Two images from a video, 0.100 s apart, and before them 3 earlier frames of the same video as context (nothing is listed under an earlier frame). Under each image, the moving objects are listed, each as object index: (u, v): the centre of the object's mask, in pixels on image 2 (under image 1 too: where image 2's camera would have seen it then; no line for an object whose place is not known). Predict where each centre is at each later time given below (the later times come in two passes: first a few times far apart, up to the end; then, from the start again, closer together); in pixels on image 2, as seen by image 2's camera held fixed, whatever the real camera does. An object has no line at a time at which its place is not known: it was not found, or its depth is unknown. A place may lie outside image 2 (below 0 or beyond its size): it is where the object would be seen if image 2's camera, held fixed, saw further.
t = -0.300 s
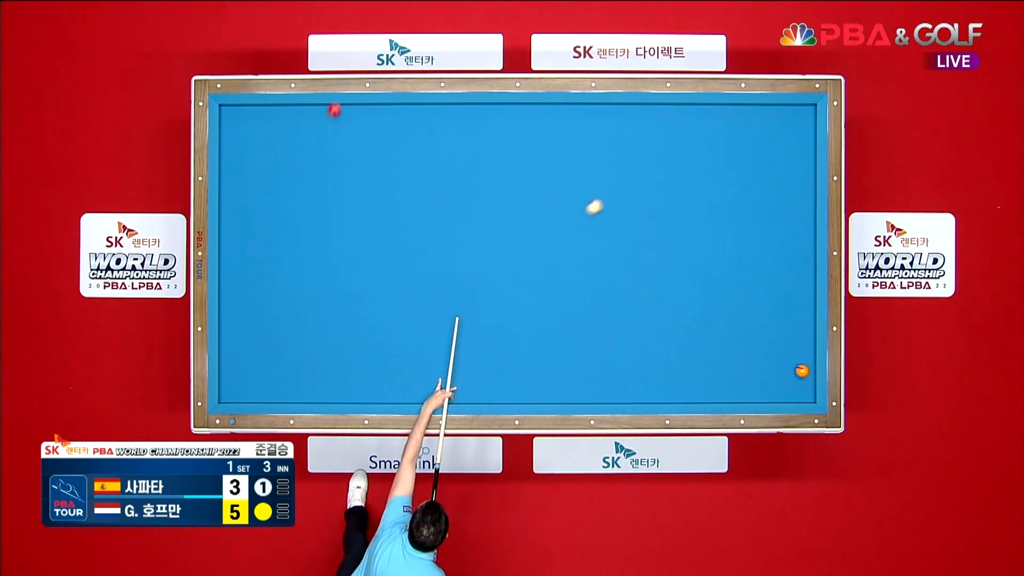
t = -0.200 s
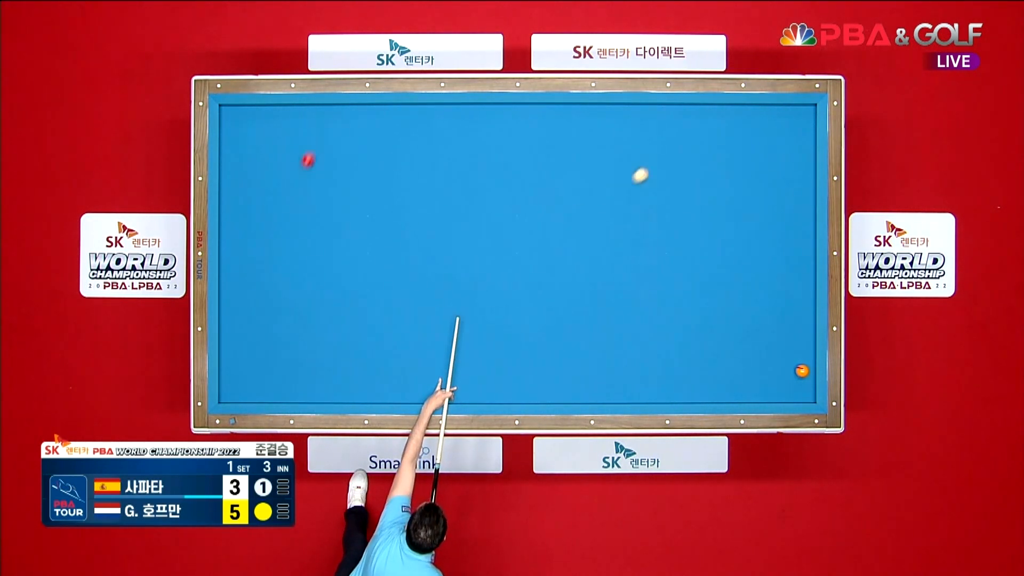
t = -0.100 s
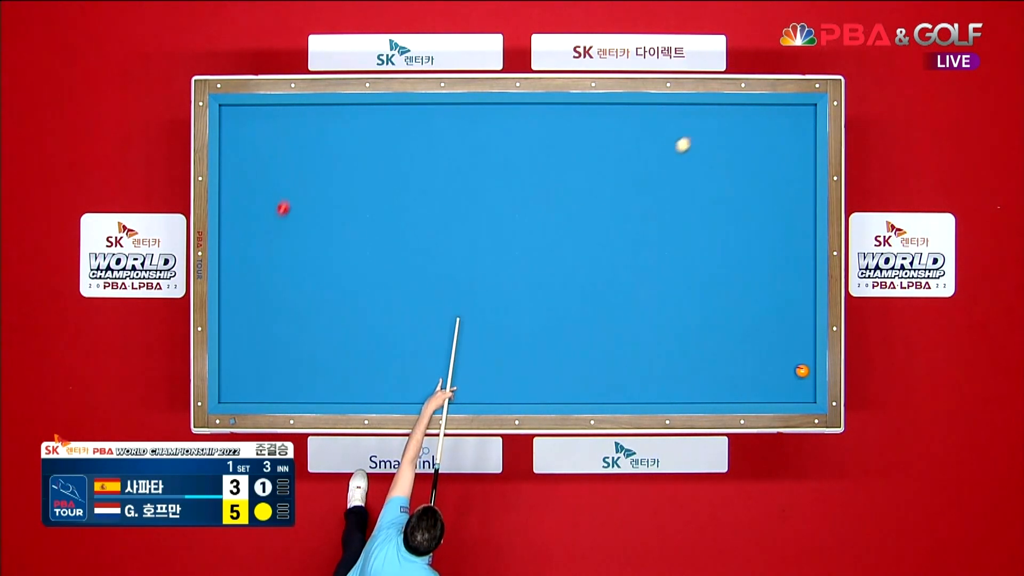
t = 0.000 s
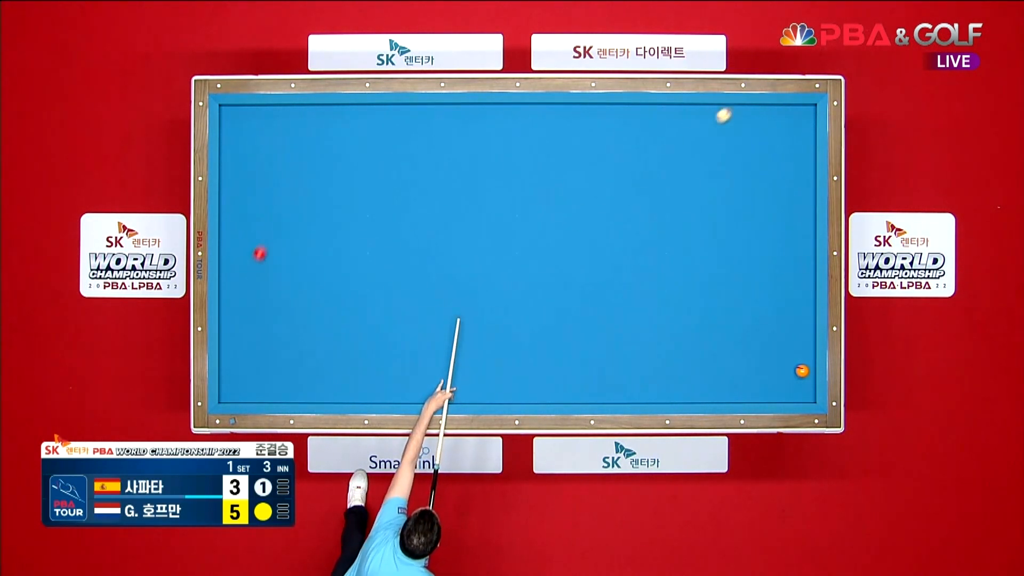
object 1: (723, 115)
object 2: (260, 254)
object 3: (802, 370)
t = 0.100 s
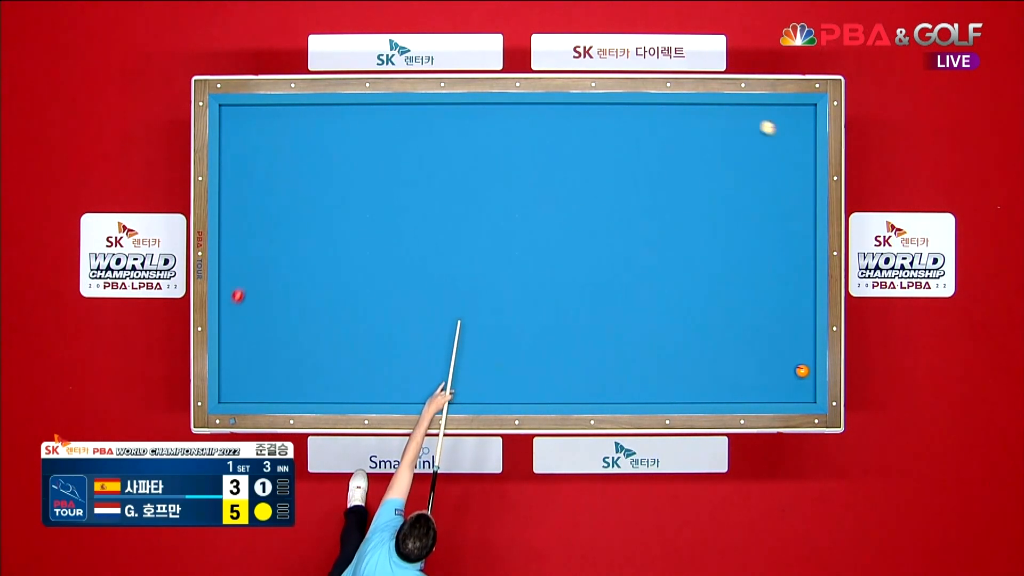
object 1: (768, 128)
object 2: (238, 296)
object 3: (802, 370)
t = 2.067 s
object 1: (320, 282)
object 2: (528, 129)
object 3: (802, 370)
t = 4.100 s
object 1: (431, 171)
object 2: (730, 283)
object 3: (802, 370)
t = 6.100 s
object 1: (650, 313)
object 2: (766, 383)
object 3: (802, 370)
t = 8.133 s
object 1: (808, 382)
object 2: (717, 376)
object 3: (801, 368)
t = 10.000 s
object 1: (794, 389)
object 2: (704, 365)
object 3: (782, 343)
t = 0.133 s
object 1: (783, 136)
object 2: (230, 309)
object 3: (802, 370)
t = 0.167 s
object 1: (798, 143)
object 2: (225, 322)
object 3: (802, 370)
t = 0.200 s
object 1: (810, 150)
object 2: (229, 335)
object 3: (802, 370)
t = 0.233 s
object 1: (798, 160)
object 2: (235, 346)
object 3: (802, 370)
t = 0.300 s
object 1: (773, 179)
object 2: (245, 369)
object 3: (802, 370)
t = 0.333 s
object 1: (761, 189)
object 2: (250, 381)
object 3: (802, 370)
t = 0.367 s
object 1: (749, 198)
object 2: (254, 392)
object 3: (802, 370)
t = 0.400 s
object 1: (737, 207)
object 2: (259, 394)
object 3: (802, 370)
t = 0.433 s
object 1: (726, 216)
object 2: (265, 385)
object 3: (802, 370)
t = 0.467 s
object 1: (716, 225)
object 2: (271, 375)
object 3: (802, 370)
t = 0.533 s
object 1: (695, 242)
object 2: (283, 358)
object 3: (802, 370)
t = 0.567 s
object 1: (685, 251)
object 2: (289, 350)
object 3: (802, 370)
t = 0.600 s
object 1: (676, 259)
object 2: (295, 342)
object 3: (802, 370)
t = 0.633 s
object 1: (666, 268)
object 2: (301, 334)
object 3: (802, 370)
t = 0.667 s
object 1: (657, 275)
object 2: (306, 327)
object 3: (802, 370)
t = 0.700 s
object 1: (649, 283)
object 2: (312, 320)
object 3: (802, 370)
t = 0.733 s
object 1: (641, 291)
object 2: (318, 313)
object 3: (802, 370)
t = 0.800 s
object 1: (624, 307)
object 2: (329, 301)
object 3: (802, 370)
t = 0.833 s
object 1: (616, 314)
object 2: (335, 295)
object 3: (802, 370)
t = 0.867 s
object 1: (609, 322)
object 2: (340, 289)
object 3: (802, 370)
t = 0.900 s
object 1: (601, 329)
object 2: (346, 283)
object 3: (802, 370)
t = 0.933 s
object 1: (593, 337)
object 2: (351, 277)
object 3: (802, 370)
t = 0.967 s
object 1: (585, 345)
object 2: (357, 271)
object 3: (802, 370)
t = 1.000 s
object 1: (577, 352)
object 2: (362, 265)
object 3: (802, 370)
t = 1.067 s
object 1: (561, 367)
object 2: (373, 254)
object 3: (802, 370)
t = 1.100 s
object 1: (553, 375)
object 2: (379, 248)
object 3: (802, 370)
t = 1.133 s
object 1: (545, 383)
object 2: (385, 242)
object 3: (802, 370)
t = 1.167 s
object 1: (537, 390)
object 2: (390, 236)
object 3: (802, 370)
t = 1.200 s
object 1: (529, 397)
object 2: (396, 230)
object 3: (802, 370)
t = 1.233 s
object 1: (521, 393)
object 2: (401, 224)
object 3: (802, 370)
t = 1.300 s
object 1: (504, 381)
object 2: (413, 212)
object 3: (802, 370)
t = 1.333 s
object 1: (496, 375)
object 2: (418, 207)
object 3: (802, 370)
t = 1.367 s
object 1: (488, 370)
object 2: (424, 201)
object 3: (802, 370)
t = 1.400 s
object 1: (480, 365)
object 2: (429, 195)
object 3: (802, 370)
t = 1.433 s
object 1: (472, 361)
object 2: (434, 189)
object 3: (802, 370)
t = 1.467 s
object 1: (463, 356)
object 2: (440, 184)
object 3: (802, 370)
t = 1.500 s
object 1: (455, 352)
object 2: (445, 177)
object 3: (802, 370)
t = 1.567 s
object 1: (439, 344)
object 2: (456, 166)
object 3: (802, 370)
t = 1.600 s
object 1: (431, 340)
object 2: (462, 160)
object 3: (802, 370)
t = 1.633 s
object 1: (423, 336)
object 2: (467, 155)
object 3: (802, 370)
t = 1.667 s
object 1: (415, 332)
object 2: (473, 149)
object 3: (802, 370)
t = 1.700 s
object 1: (407, 327)
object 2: (478, 143)
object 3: (802, 370)
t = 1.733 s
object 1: (399, 323)
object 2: (484, 137)
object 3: (802, 370)
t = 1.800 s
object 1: (383, 315)
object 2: (494, 126)
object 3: (802, 370)
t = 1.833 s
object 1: (375, 311)
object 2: (500, 120)
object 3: (802, 370)
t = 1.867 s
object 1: (367, 307)
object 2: (505, 115)
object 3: (802, 370)
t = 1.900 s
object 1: (359, 303)
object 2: (511, 109)
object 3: (802, 370)
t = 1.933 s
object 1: (351, 299)
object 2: (514, 112)
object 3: (802, 370)
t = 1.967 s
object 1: (343, 295)
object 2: (518, 117)
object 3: (802, 370)
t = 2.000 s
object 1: (336, 291)
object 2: (521, 121)
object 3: (802, 370)
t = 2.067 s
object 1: (320, 282)
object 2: (528, 129)
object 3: (802, 370)
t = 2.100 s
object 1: (312, 278)
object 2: (532, 132)
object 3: (802, 370)
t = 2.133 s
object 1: (304, 274)
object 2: (535, 135)
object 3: (802, 370)
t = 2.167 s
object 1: (297, 270)
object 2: (539, 138)
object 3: (802, 370)
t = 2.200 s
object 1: (289, 266)
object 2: (542, 140)
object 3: (802, 370)
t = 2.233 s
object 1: (281, 262)
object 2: (546, 143)
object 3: (802, 370)
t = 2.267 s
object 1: (274, 258)
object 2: (550, 146)
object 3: (802, 370)
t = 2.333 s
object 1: (258, 250)
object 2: (557, 151)
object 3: (802, 370)
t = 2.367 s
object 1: (250, 246)
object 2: (560, 153)
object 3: (802, 370)
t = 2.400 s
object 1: (243, 242)
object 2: (564, 156)
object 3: (802, 370)
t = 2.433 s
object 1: (235, 238)
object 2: (567, 159)
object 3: (802, 370)
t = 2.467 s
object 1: (228, 234)
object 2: (571, 162)
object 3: (802, 370)
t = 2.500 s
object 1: (226, 230)
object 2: (574, 164)
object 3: (802, 370)
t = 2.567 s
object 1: (239, 220)
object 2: (582, 170)
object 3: (802, 370)
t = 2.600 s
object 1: (245, 215)
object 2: (585, 172)
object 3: (802, 370)
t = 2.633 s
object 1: (250, 210)
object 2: (588, 175)
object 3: (802, 370)
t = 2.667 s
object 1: (255, 205)
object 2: (592, 177)
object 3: (802, 370)
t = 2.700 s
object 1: (260, 200)
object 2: (596, 180)
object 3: (802, 370)
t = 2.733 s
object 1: (264, 195)
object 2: (599, 182)
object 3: (802, 370)
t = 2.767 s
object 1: (268, 190)
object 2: (602, 185)
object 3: (802, 370)
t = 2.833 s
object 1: (277, 181)
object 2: (609, 190)
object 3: (802, 370)
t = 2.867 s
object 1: (281, 176)
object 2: (612, 193)
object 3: (802, 370)
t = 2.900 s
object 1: (285, 171)
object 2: (616, 195)
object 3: (802, 370)
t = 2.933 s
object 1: (289, 166)
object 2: (619, 198)
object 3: (802, 370)
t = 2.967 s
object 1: (293, 162)
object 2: (623, 201)
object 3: (802, 370)
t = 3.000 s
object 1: (297, 157)
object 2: (626, 203)
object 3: (802, 370)
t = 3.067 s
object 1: (305, 147)
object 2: (633, 208)
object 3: (802, 370)
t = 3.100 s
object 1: (309, 142)
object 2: (636, 210)
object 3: (802, 370)
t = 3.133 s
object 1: (313, 138)
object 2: (639, 213)
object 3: (802, 370)
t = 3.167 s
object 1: (317, 133)
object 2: (642, 216)
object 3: (802, 370)
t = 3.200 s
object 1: (322, 128)
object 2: (646, 218)
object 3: (802, 370)
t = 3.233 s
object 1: (326, 124)
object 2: (649, 221)
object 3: (802, 370)
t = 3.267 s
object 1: (329, 119)
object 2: (652, 223)
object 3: (802, 370)
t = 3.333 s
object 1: (338, 110)
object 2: (659, 228)
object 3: (802, 370)
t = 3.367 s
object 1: (342, 113)
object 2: (662, 230)
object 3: (802, 370)
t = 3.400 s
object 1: (346, 116)
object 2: (665, 233)
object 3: (802, 370)
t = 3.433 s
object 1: (350, 119)
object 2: (669, 235)
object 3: (802, 370)
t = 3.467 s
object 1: (354, 122)
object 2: (672, 238)
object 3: (802, 370)
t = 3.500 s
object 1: (358, 125)
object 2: (675, 240)
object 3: (802, 370)
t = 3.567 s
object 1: (367, 130)
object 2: (681, 245)
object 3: (802, 370)
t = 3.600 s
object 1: (370, 133)
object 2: (685, 248)
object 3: (802, 370)
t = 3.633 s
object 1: (375, 136)
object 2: (688, 250)
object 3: (802, 370)
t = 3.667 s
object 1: (379, 138)
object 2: (691, 252)
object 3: (802, 370)
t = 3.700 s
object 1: (383, 140)
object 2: (694, 255)
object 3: (802, 370)
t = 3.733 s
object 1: (387, 143)
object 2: (697, 257)
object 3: (802, 370)
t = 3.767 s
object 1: (391, 146)
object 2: (700, 259)
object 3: (802, 370)
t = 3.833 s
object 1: (399, 151)
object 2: (706, 264)
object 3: (802, 370)
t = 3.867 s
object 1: (403, 154)
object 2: (709, 266)
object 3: (802, 370)
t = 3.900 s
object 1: (407, 156)
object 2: (712, 269)
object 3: (802, 370)
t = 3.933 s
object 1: (411, 158)
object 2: (715, 271)
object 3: (802, 370)
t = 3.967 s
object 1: (415, 161)
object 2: (718, 273)
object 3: (802, 370)
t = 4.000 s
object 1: (419, 164)
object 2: (721, 275)
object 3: (802, 370)
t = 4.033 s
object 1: (423, 166)
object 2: (724, 278)
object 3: (802, 370)
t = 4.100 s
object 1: (431, 171)
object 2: (730, 283)
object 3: (802, 370)
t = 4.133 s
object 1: (435, 174)
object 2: (733, 285)
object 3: (802, 370)
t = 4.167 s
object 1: (439, 176)
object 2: (736, 287)
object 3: (802, 370)
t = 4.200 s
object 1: (443, 179)
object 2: (739, 289)
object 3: (802, 370)
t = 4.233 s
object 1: (447, 181)
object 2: (742, 292)
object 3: (802, 370)
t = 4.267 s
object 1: (451, 184)
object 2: (745, 294)
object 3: (802, 370)
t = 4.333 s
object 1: (458, 189)
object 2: (751, 298)
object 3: (802, 370)
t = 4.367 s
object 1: (462, 191)
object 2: (754, 301)
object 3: (802, 370)
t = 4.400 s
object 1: (466, 194)
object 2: (757, 303)
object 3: (802, 370)
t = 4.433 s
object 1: (470, 196)
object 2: (760, 305)
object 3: (802, 370)
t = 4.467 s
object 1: (474, 199)
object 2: (762, 307)
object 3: (802, 370)
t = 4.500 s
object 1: (478, 201)
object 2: (765, 309)
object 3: (802, 370)
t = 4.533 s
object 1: (481, 204)
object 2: (768, 312)
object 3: (802, 370)
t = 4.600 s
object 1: (489, 209)
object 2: (774, 316)
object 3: (802, 370)
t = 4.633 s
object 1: (493, 211)
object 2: (777, 318)
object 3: (802, 370)
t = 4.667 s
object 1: (497, 213)
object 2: (780, 320)
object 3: (802, 370)
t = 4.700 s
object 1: (501, 216)
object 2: (782, 322)
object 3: (802, 370)
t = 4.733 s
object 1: (505, 218)
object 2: (785, 324)
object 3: (802, 370)
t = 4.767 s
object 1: (508, 221)
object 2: (788, 327)
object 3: (802, 370)
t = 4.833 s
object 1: (516, 226)
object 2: (794, 331)
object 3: (802, 370)
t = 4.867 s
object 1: (519, 228)
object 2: (796, 333)
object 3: (802, 370)
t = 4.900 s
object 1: (523, 230)
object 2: (798, 335)
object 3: (802, 370)
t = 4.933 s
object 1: (527, 233)
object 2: (801, 337)
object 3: (802, 370)
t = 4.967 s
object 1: (531, 235)
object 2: (805, 339)
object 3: (802, 370)
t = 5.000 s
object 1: (534, 238)
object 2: (807, 342)
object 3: (802, 370)
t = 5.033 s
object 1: (538, 240)
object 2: (810, 344)
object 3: (802, 370)
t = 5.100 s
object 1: (545, 245)
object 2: (807, 346)
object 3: (802, 370)
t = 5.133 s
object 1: (549, 247)
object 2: (805, 348)
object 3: (802, 370)
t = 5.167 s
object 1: (553, 250)
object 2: (803, 349)
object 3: (802, 370)
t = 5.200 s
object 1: (556, 252)
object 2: (802, 350)
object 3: (802, 370)
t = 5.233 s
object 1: (560, 254)
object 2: (800, 352)
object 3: (802, 370)
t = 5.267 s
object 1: (563, 257)
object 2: (799, 353)
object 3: (802, 370)
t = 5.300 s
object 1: (567, 259)
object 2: (798, 354)
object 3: (802, 371)
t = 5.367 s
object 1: (574, 264)
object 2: (795, 357)
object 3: (802, 371)
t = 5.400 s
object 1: (578, 266)
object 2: (793, 358)
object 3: (802, 370)
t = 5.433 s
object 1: (581, 268)
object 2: (792, 359)
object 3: (802, 370)
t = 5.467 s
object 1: (585, 270)
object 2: (791, 361)
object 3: (802, 370)
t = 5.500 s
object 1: (588, 273)
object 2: (789, 362)
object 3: (802, 370)
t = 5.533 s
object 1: (592, 275)
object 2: (788, 363)
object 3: (802, 370)
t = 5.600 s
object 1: (599, 280)
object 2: (785, 366)
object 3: (802, 370)
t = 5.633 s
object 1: (602, 282)
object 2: (784, 367)
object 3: (802, 370)
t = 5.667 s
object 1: (606, 284)
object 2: (782, 368)
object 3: (802, 370)
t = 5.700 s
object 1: (609, 286)
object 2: (781, 369)
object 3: (802, 370)
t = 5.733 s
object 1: (613, 289)
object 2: (780, 370)
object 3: (802, 370)
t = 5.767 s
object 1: (616, 291)
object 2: (779, 372)
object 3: (802, 370)
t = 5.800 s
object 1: (619, 293)
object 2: (777, 373)
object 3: (802, 370)
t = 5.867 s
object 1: (626, 298)
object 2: (775, 375)
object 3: (802, 370)
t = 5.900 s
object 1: (630, 300)
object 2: (773, 377)
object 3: (802, 370)
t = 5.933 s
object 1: (633, 302)
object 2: (772, 378)
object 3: (802, 370)
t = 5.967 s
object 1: (637, 304)
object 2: (771, 379)
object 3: (802, 370)
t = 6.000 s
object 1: (640, 307)
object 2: (770, 380)
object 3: (802, 370)
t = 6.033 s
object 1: (643, 309)
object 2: (768, 381)
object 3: (802, 370)
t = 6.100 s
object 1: (650, 313)
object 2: (766, 383)
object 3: (802, 370)
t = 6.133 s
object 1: (653, 315)
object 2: (765, 384)
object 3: (802, 370)
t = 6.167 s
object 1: (656, 317)
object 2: (764, 385)
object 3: (802, 370)
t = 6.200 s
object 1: (660, 320)
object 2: (762, 386)
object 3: (802, 370)
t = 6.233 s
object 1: (663, 322)
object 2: (761, 387)
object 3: (802, 370)
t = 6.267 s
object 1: (666, 324)
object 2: (760, 388)
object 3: (802, 370)
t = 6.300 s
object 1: (669, 326)
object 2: (759, 389)
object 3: (802, 370)
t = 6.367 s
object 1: (676, 330)
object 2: (756, 392)
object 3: (802, 370)
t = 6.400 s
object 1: (679, 332)
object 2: (755, 393)
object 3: (802, 370)
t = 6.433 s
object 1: (682, 334)
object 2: (754, 393)
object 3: (802, 370)
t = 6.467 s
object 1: (686, 337)
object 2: (753, 395)
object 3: (802, 370)
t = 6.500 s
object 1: (689, 339)
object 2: (751, 396)
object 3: (802, 370)
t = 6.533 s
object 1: (692, 341)
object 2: (750, 396)
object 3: (802, 370)
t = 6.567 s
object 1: (695, 343)
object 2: (749, 396)
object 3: (802, 370)
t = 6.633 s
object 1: (701, 347)
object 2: (748, 395)
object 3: (802, 370)
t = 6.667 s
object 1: (704, 349)
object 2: (747, 395)
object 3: (802, 370)
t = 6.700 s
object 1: (707, 351)
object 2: (746, 395)
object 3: (802, 370)
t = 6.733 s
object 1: (711, 353)
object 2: (745, 394)
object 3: (802, 370)
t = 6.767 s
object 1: (714, 355)
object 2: (744, 393)
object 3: (802, 370)
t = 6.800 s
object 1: (717, 357)
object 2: (744, 393)
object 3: (802, 370)
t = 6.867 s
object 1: (723, 361)
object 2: (742, 392)
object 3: (802, 370)
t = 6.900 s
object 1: (726, 363)
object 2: (741, 391)
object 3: (802, 370)
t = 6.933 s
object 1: (729, 365)
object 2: (740, 391)
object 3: (802, 370)
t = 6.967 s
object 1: (732, 367)
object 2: (739, 390)
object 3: (802, 370)
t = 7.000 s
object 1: (735, 369)
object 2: (738, 390)
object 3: (802, 370)
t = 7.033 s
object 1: (738, 371)
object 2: (738, 389)
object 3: (802, 370)
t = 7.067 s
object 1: (741, 372)
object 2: (737, 389)
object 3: (802, 370)
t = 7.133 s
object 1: (747, 377)
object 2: (736, 388)
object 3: (802, 370)
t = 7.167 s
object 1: (750, 379)
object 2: (735, 387)
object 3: (802, 370)
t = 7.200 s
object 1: (753, 381)
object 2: (734, 387)
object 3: (802, 370)
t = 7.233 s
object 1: (756, 383)
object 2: (733, 387)
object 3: (802, 370)
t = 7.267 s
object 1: (759, 384)
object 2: (732, 386)
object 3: (802, 370)
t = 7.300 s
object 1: (761, 386)
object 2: (732, 386)
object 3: (802, 370)
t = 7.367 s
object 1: (767, 390)
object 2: (730, 385)
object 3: (802, 370)
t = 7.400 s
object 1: (770, 392)
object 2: (730, 384)
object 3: (802, 370)
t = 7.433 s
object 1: (773, 394)
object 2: (729, 384)
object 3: (802, 370)
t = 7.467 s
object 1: (776, 395)
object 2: (728, 383)
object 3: (802, 370)
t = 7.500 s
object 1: (778, 396)
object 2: (728, 383)
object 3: (802, 370)
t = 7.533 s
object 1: (781, 395)
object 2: (727, 382)
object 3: (802, 370)
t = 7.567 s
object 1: (783, 394)
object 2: (726, 382)
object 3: (802, 370)
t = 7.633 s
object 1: (787, 392)
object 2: (725, 381)
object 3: (802, 370)
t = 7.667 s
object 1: (789, 391)
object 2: (725, 381)
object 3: (802, 370)
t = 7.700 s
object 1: (791, 390)
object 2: (724, 380)
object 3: (802, 370)
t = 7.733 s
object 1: (792, 390)
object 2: (724, 380)
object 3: (802, 370)
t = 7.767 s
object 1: (794, 389)
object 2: (723, 380)
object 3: (802, 370)
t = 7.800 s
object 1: (797, 387)
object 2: (722, 379)
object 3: (802, 370)
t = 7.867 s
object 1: (800, 386)
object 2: (721, 378)
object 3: (802, 370)
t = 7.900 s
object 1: (803, 385)
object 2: (721, 378)
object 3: (802, 370)
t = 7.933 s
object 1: (804, 384)
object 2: (720, 378)
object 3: (802, 370)
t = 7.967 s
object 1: (806, 383)
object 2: (720, 377)
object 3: (802, 370)
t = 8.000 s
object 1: (809, 382)
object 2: (719, 377)
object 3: (802, 370)
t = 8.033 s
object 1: (810, 382)
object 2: (719, 377)
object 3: (802, 370)
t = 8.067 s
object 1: (809, 382)
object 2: (718, 376)
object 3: (802, 370)
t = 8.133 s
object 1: (808, 382)
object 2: (717, 376)
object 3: (801, 368)
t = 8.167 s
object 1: (807, 382)
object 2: (717, 375)
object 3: (800, 368)
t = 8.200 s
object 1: (807, 383)
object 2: (716, 375)
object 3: (800, 367)
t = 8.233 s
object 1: (806, 383)
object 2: (716, 375)
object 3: (799, 366)
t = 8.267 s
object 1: (806, 383)
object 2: (715, 374)
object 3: (799, 366)
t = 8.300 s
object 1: (805, 383)
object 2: (715, 374)
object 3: (798, 365)
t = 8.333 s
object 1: (805, 383)
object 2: (714, 374)
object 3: (798, 364)
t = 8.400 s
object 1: (804, 384)
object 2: (713, 373)
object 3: (797, 363)
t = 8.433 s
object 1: (803, 384)
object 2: (713, 372)
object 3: (796, 363)
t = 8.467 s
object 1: (803, 384)
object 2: (713, 372)
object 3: (796, 362)
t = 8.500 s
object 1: (803, 384)
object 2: (712, 372)
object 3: (796, 362)
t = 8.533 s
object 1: (802, 385)
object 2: (712, 372)
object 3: (795, 361)
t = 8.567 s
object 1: (802, 385)
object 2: (712, 372)
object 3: (795, 361)
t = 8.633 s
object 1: (801, 385)
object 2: (711, 371)
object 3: (794, 359)
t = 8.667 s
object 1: (801, 386)
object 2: (711, 371)
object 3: (793, 358)
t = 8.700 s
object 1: (800, 386)
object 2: (710, 370)
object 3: (793, 358)
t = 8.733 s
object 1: (800, 386)
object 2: (710, 370)
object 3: (793, 358)
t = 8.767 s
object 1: (800, 386)
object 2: (710, 370)
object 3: (792, 357)
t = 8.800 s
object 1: (799, 386)
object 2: (710, 370)
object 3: (792, 357)
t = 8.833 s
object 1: (799, 386)
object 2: (709, 370)
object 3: (792, 356)
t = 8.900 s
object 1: (798, 387)
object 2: (709, 369)
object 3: (791, 355)
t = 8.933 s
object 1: (798, 387)
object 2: (708, 369)
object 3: (791, 355)
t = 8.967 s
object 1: (798, 387)
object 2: (708, 369)
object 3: (790, 354)
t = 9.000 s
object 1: (798, 387)
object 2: (708, 368)
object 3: (790, 354)
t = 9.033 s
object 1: (797, 387)
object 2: (707, 368)
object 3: (789, 353)
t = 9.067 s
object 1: (797, 387)
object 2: (707, 368)
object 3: (789, 353)
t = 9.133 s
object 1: (796, 388)
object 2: (707, 368)
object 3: (789, 352)
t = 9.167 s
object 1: (796, 388)
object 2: (706, 367)
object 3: (788, 351)
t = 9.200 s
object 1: (796, 388)
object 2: (707, 367)
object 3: (788, 351)
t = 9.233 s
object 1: (796, 388)
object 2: (706, 367)
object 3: (788, 351)
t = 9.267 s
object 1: (796, 388)
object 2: (706, 367)
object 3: (787, 350)
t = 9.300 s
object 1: (795, 388)
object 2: (706, 366)
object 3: (787, 350)
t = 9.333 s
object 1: (795, 388)
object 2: (706, 366)
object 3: (787, 349)
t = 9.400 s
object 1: (795, 388)
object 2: (705, 366)
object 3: (786, 349)
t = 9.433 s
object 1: (795, 388)
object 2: (705, 366)
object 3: (786, 348)
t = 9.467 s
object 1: (795, 388)
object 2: (705, 366)
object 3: (786, 348)
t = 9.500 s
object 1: (795, 388)
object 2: (705, 366)
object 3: (785, 348)
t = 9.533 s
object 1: (794, 388)
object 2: (705, 365)
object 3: (785, 347)
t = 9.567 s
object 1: (794, 388)
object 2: (705, 365)
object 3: (785, 347)
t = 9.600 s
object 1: (794, 388)
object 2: (705, 365)
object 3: (785, 347)
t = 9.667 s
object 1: (794, 389)
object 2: (704, 365)
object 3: (784, 346)
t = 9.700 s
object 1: (794, 388)
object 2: (704, 365)
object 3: (784, 345)
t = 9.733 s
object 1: (794, 388)
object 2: (704, 365)
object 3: (784, 345)
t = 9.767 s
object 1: (794, 389)
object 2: (704, 365)
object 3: (784, 345)
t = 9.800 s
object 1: (794, 389)
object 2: (704, 365)
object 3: (783, 344)
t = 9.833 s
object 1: (794, 389)
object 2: (704, 365)
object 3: (783, 344)
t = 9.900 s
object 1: (794, 389)
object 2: (704, 365)
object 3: (783, 344)
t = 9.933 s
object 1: (794, 389)
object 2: (704, 365)
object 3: (783, 343)
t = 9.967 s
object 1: (794, 389)
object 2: (704, 365)
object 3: (782, 343)
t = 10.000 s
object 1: (794, 389)
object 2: (704, 365)
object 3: (782, 343)
